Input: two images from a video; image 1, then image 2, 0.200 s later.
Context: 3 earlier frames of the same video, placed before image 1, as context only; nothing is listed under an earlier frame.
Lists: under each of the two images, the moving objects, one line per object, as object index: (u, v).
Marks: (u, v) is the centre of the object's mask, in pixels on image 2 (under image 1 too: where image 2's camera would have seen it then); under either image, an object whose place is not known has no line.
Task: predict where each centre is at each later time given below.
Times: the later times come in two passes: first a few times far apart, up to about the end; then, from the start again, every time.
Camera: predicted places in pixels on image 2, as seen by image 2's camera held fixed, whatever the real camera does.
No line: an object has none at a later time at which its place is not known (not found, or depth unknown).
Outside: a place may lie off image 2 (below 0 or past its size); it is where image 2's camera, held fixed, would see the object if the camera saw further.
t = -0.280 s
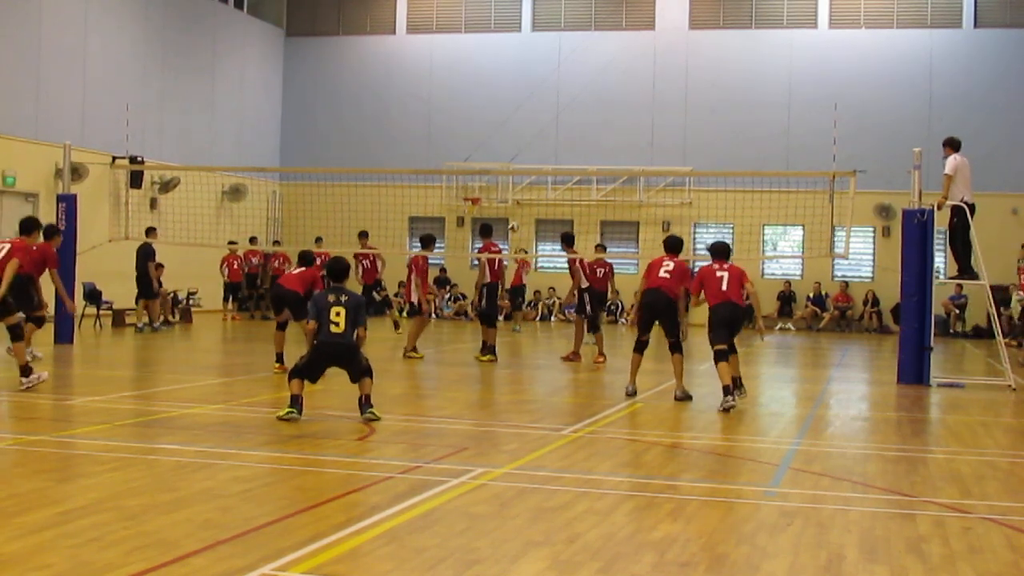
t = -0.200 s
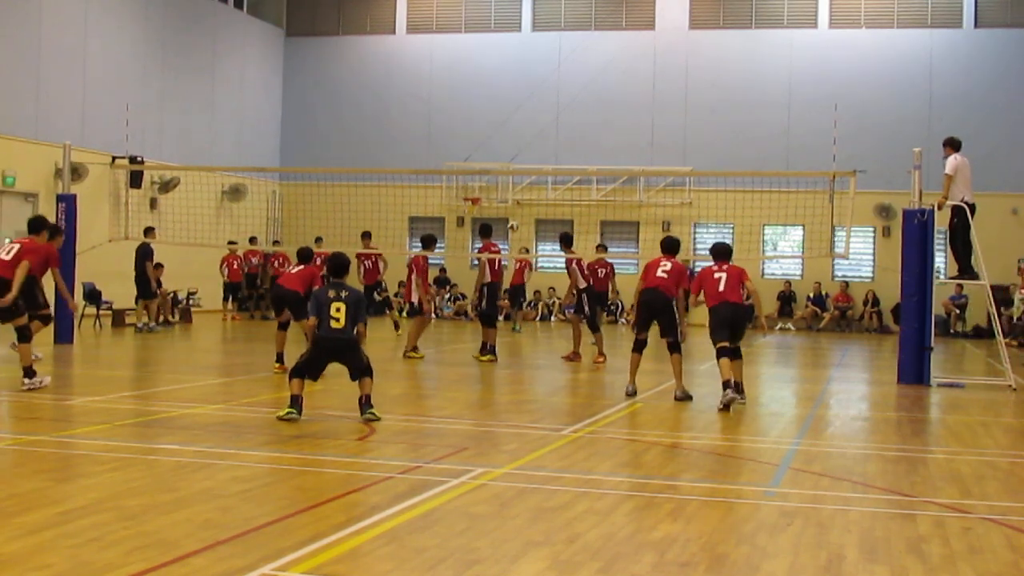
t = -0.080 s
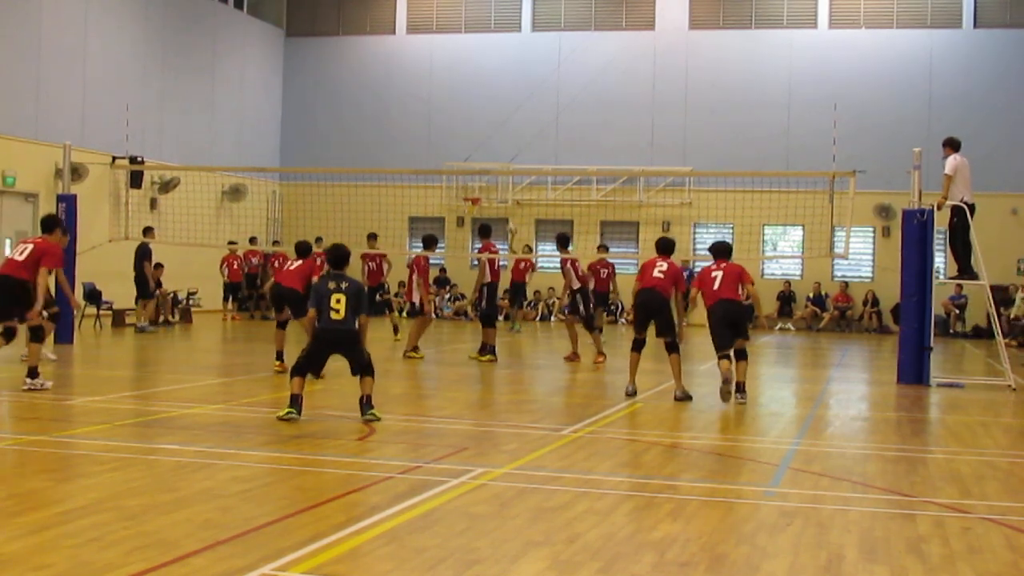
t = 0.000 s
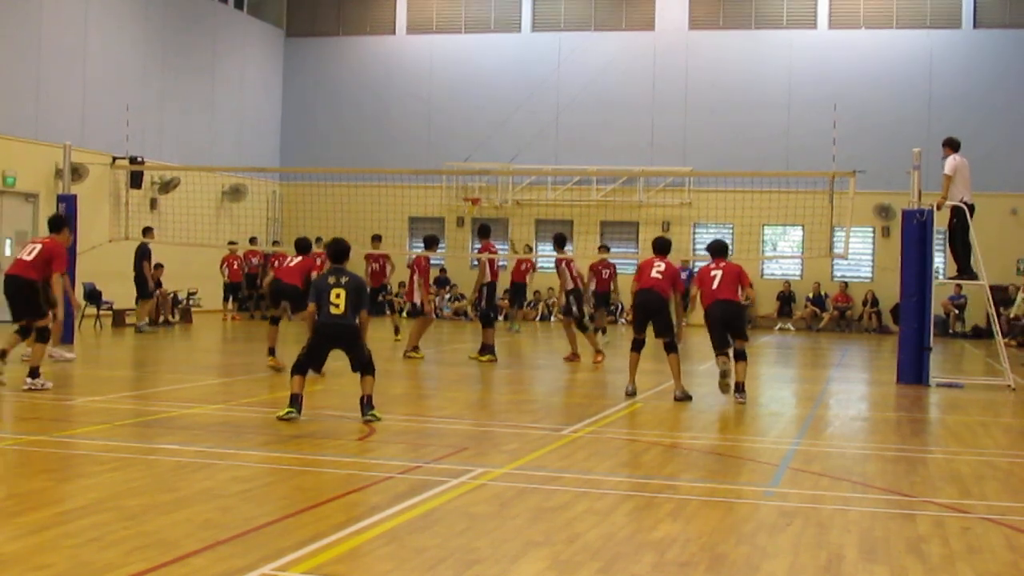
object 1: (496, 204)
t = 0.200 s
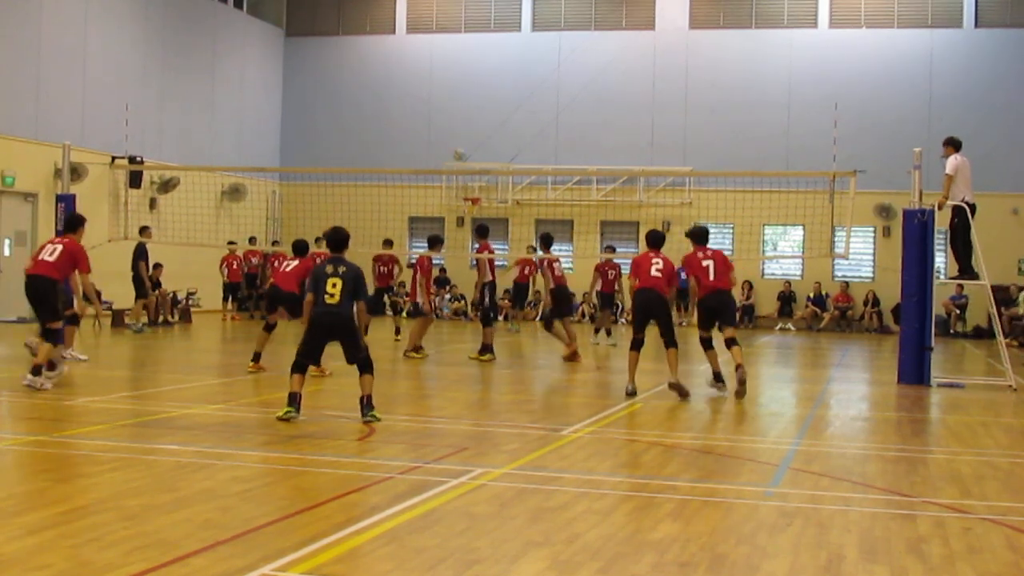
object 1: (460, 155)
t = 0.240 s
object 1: (450, 147)
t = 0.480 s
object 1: (394, 113)
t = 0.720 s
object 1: (326, 110)
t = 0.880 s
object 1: (272, 138)
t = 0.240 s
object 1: (450, 147)
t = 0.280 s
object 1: (443, 140)
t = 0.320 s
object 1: (432, 133)
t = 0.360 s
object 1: (422, 127)
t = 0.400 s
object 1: (413, 122)
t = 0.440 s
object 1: (403, 117)
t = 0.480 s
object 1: (394, 113)
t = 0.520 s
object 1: (384, 110)
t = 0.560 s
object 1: (374, 107)
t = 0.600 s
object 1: (362, 106)
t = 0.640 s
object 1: (351, 106)
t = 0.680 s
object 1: (338, 107)
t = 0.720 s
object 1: (326, 110)
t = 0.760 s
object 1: (313, 115)
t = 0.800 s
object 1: (300, 120)
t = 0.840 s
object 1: (287, 128)
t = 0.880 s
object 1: (272, 138)
